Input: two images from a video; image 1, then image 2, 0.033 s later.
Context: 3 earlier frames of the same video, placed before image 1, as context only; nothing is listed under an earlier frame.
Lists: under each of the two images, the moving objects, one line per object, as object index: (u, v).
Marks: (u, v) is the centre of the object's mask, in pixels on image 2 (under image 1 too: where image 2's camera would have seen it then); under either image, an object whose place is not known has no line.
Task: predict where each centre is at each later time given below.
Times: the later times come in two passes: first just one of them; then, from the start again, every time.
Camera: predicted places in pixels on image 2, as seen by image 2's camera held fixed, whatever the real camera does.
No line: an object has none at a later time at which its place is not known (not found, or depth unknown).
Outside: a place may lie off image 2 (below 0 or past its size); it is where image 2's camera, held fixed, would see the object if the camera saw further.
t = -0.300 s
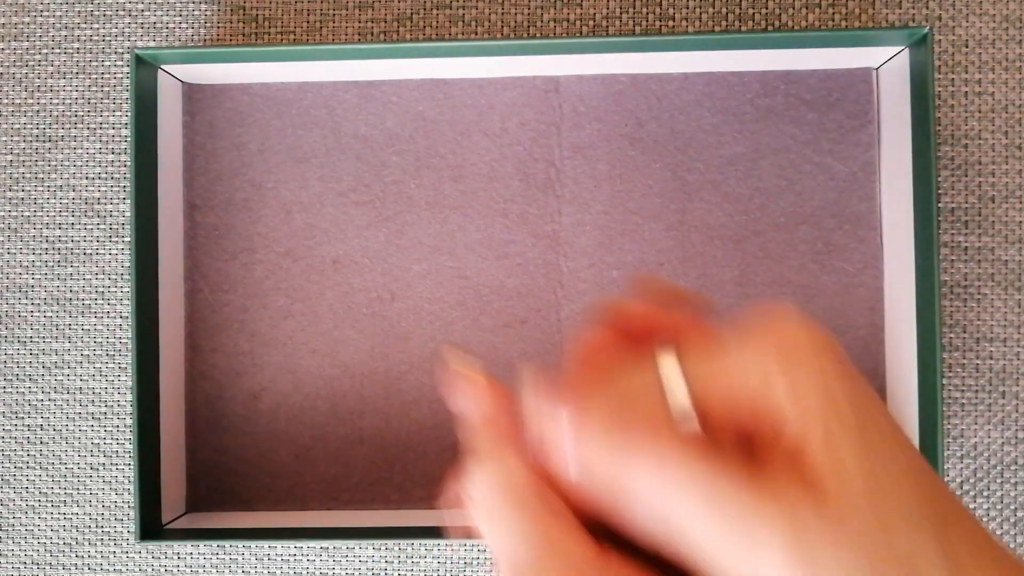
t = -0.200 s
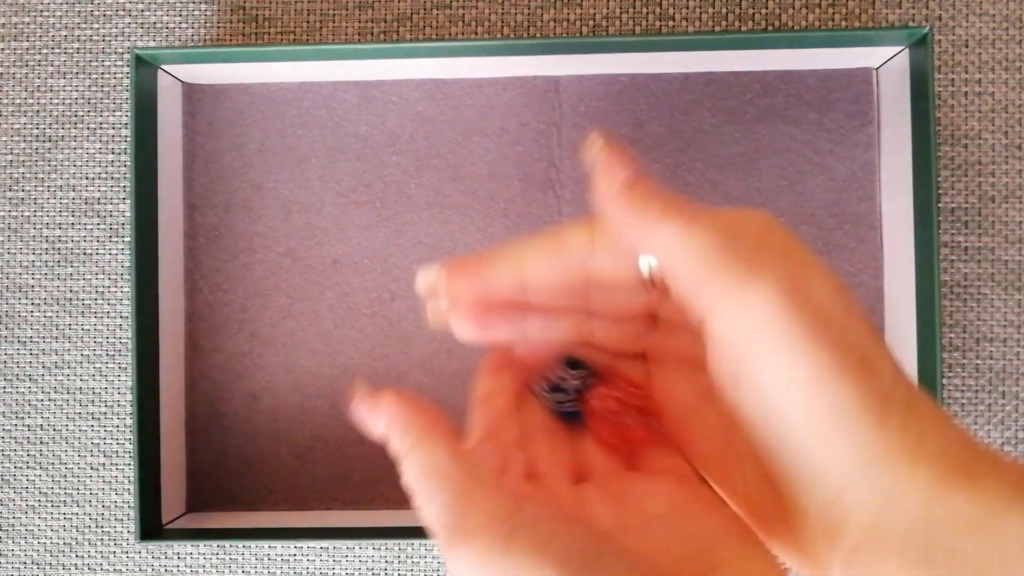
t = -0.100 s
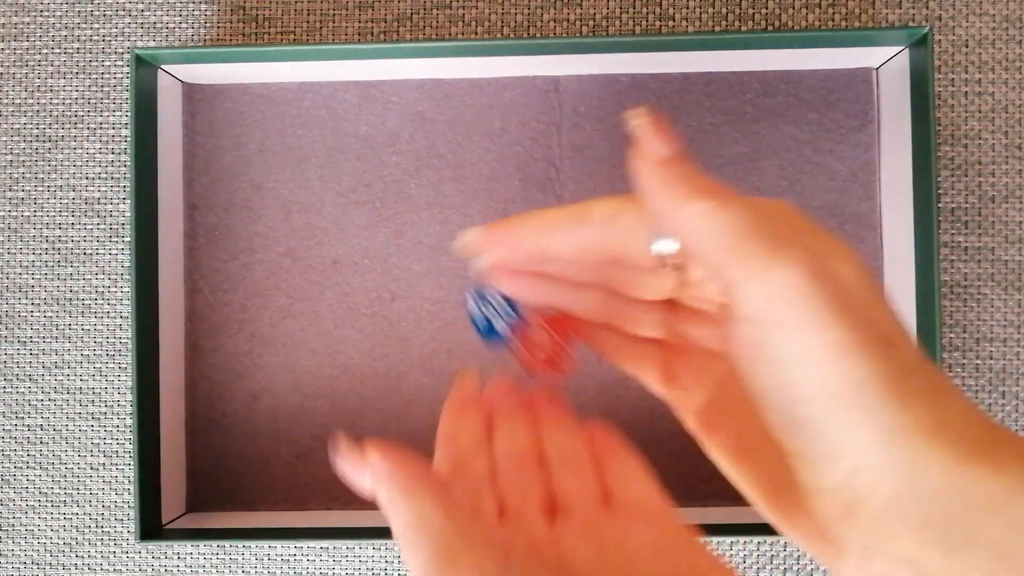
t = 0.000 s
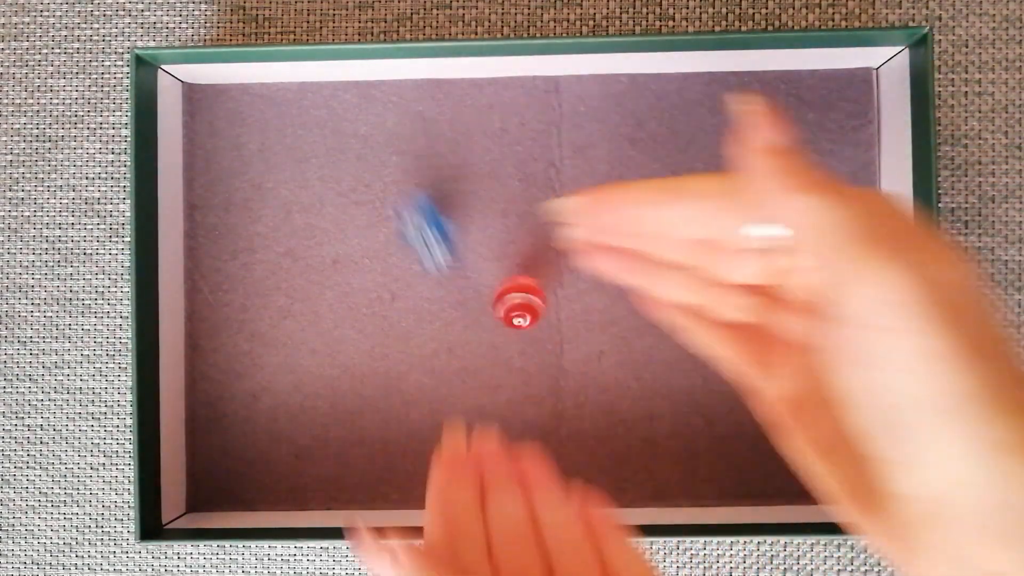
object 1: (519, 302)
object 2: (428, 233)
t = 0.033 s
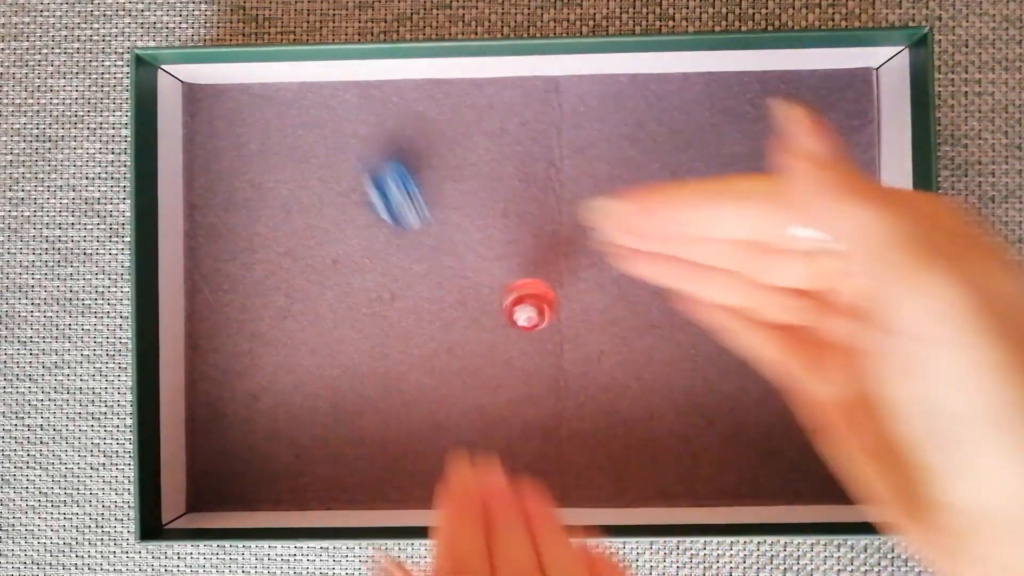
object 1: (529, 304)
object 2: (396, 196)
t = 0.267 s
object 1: (590, 337)
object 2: (277, 124)
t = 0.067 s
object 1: (540, 305)
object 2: (361, 150)
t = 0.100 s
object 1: (550, 308)
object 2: (336, 116)
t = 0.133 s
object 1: (562, 310)
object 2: (319, 100)
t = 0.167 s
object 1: (572, 313)
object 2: (304, 109)
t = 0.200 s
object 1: (581, 318)
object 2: (294, 117)
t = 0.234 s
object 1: (586, 328)
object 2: (286, 122)
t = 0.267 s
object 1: (590, 337)
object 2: (277, 124)
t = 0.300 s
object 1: (592, 346)
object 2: (273, 123)
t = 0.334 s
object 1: (596, 353)
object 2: (273, 123)
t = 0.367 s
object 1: (597, 360)
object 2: (274, 124)
